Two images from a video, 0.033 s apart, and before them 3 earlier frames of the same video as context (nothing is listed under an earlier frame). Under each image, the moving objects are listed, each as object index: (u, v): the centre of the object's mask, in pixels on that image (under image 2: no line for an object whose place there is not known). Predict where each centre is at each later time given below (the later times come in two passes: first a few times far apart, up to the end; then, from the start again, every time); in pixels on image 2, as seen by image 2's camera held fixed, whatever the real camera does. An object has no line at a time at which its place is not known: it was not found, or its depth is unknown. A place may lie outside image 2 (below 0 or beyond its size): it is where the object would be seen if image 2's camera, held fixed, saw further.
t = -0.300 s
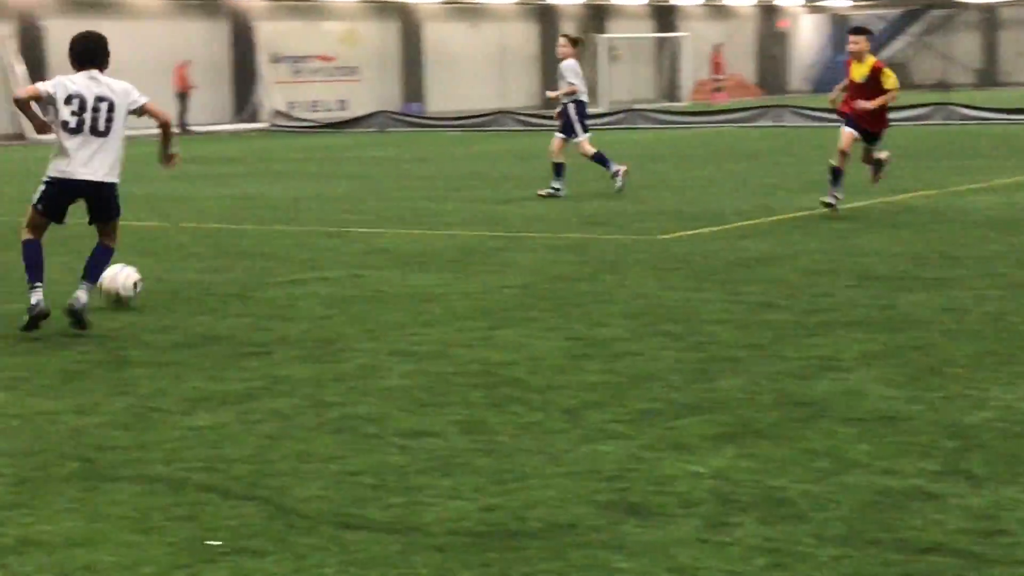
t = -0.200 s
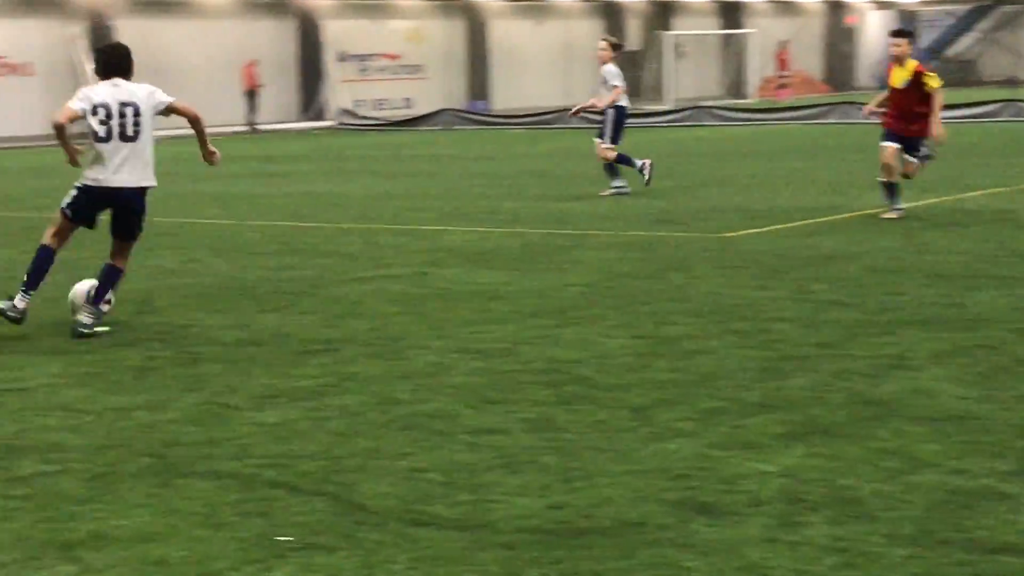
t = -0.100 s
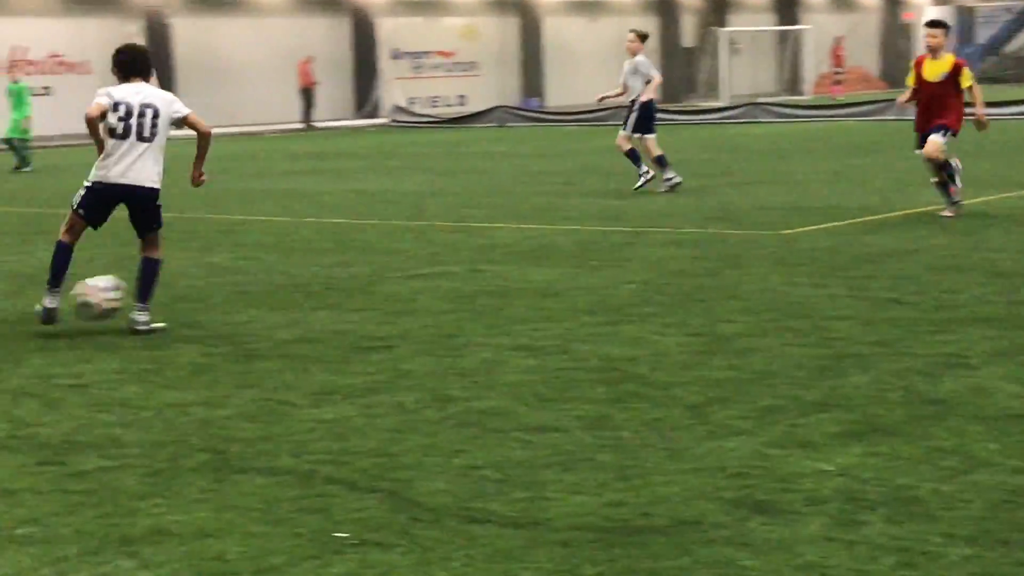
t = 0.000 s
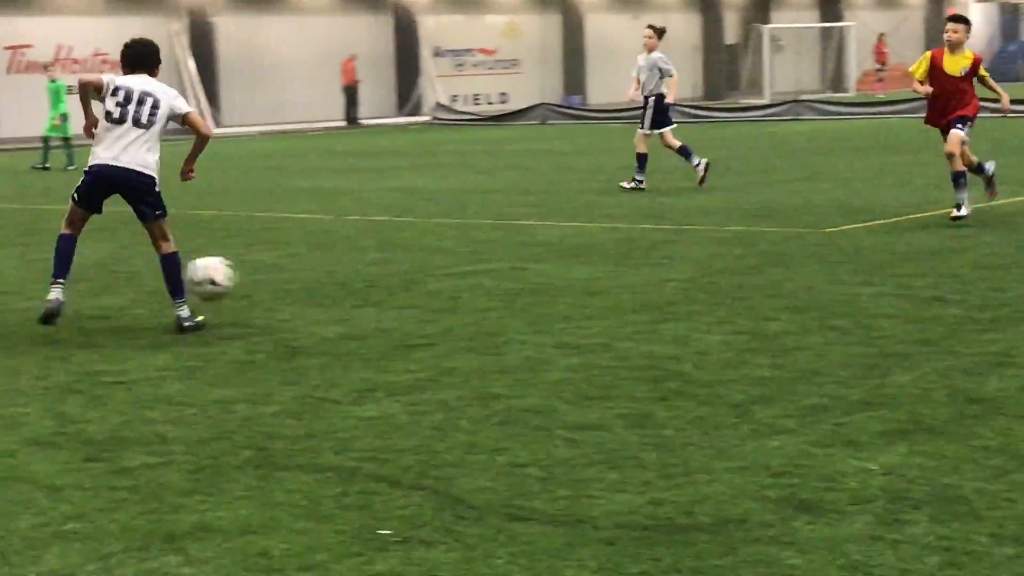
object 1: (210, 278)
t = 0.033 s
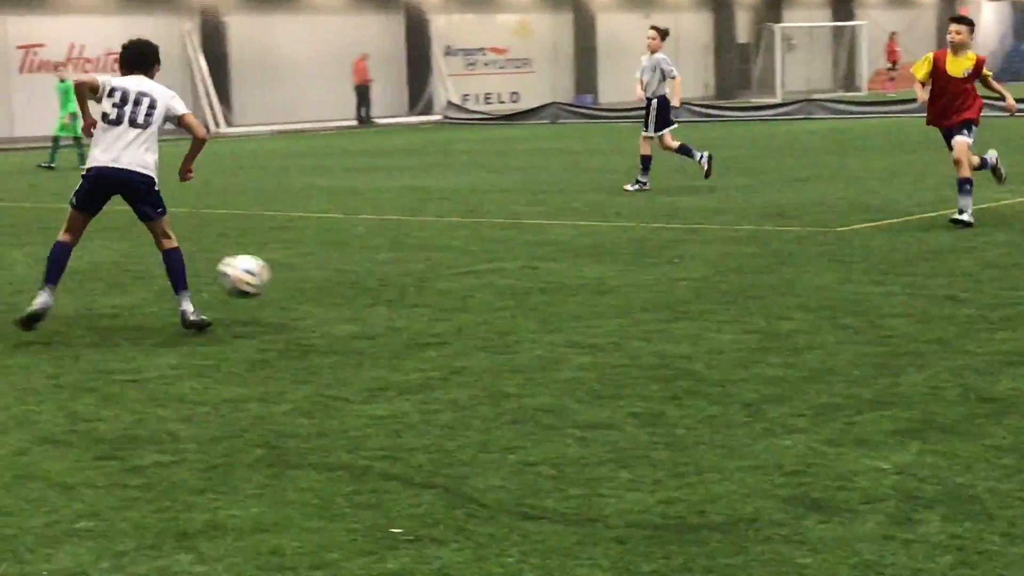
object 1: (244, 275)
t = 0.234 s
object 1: (361, 294)
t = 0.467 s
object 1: (439, 299)
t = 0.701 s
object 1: (523, 303)
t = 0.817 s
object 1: (564, 304)
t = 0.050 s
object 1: (253, 276)
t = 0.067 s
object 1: (264, 277)
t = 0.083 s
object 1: (275, 279)
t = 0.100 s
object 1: (286, 281)
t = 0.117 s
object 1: (297, 284)
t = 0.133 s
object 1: (308, 287)
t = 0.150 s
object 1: (319, 291)
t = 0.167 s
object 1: (330, 295)
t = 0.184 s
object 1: (341, 299)
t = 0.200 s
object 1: (349, 299)
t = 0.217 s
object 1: (355, 298)
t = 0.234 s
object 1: (361, 294)
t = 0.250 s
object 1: (365, 292)
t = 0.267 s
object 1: (371, 290)
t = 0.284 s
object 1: (377, 290)
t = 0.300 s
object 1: (383, 290)
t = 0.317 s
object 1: (389, 290)
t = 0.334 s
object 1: (394, 290)
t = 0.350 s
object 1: (400, 292)
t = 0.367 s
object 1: (405, 293)
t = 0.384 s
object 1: (410, 296)
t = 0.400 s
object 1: (416, 299)
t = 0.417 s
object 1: (421, 302)
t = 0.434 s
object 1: (427, 302)
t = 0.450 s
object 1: (433, 301)
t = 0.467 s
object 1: (439, 299)
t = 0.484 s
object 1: (445, 298)
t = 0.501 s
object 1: (451, 297)
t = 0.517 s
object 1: (457, 298)
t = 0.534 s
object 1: (464, 300)
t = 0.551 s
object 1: (470, 301)
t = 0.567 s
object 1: (477, 302)
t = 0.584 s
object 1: (483, 302)
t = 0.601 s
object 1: (489, 302)
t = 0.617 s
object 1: (494, 302)
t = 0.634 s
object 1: (500, 302)
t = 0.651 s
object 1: (506, 302)
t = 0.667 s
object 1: (512, 303)
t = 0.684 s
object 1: (518, 304)
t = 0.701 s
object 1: (523, 303)
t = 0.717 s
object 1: (529, 302)
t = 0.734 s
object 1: (535, 302)
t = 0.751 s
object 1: (540, 301)
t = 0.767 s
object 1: (546, 303)
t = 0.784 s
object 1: (552, 304)
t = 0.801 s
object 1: (558, 304)
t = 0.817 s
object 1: (564, 304)
